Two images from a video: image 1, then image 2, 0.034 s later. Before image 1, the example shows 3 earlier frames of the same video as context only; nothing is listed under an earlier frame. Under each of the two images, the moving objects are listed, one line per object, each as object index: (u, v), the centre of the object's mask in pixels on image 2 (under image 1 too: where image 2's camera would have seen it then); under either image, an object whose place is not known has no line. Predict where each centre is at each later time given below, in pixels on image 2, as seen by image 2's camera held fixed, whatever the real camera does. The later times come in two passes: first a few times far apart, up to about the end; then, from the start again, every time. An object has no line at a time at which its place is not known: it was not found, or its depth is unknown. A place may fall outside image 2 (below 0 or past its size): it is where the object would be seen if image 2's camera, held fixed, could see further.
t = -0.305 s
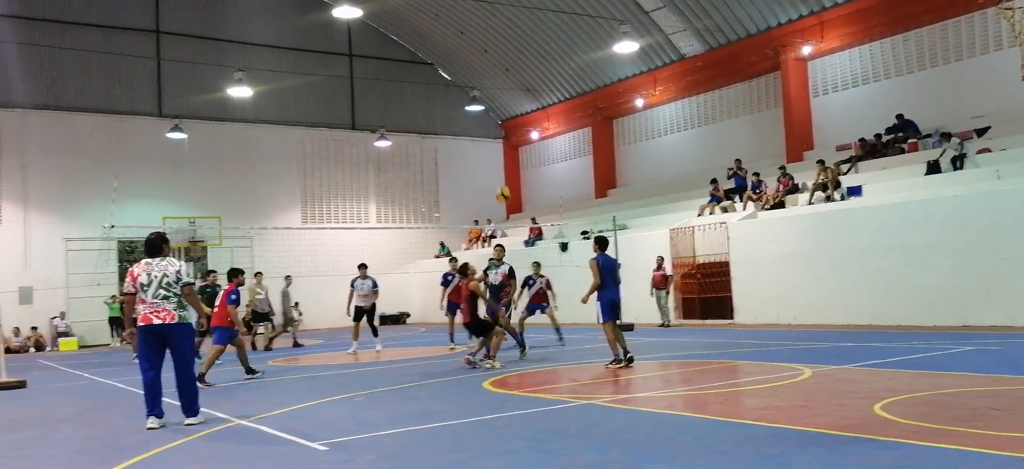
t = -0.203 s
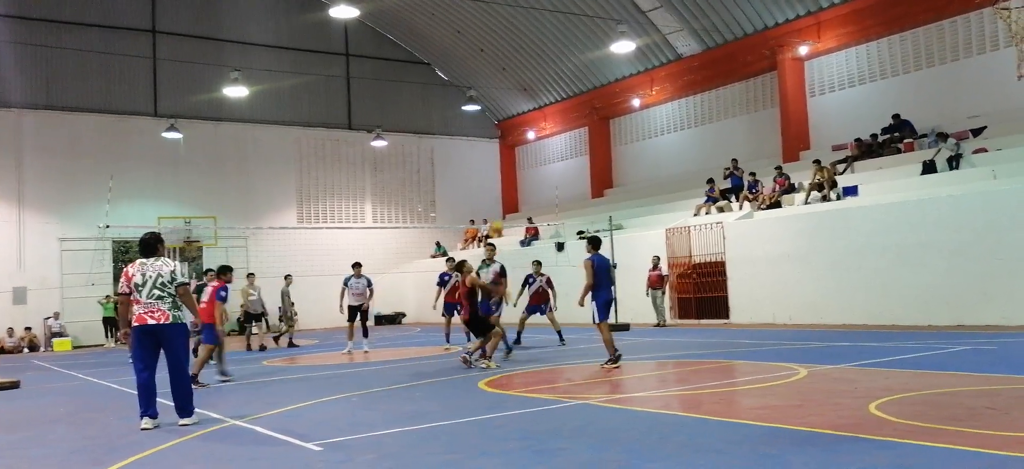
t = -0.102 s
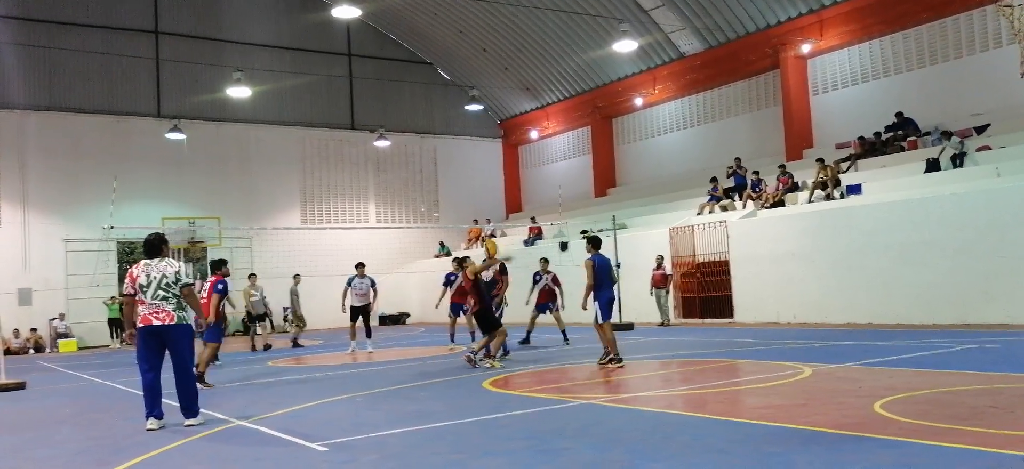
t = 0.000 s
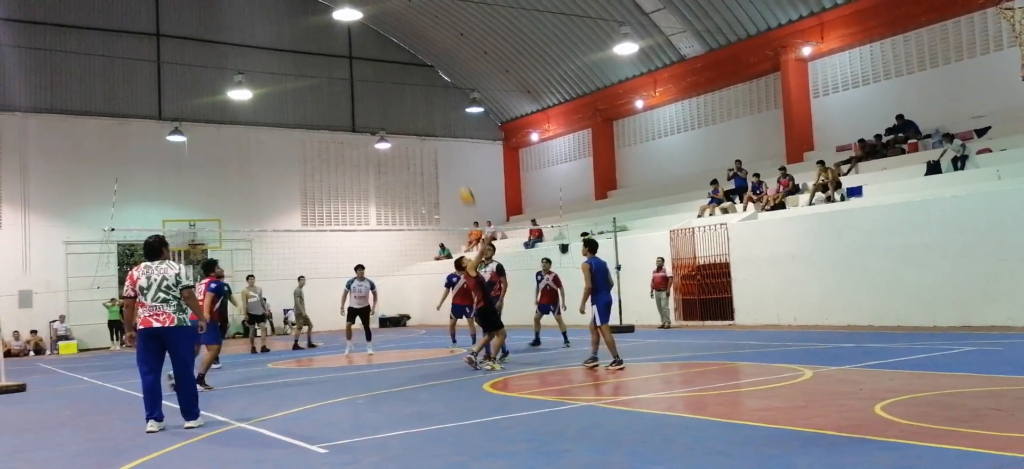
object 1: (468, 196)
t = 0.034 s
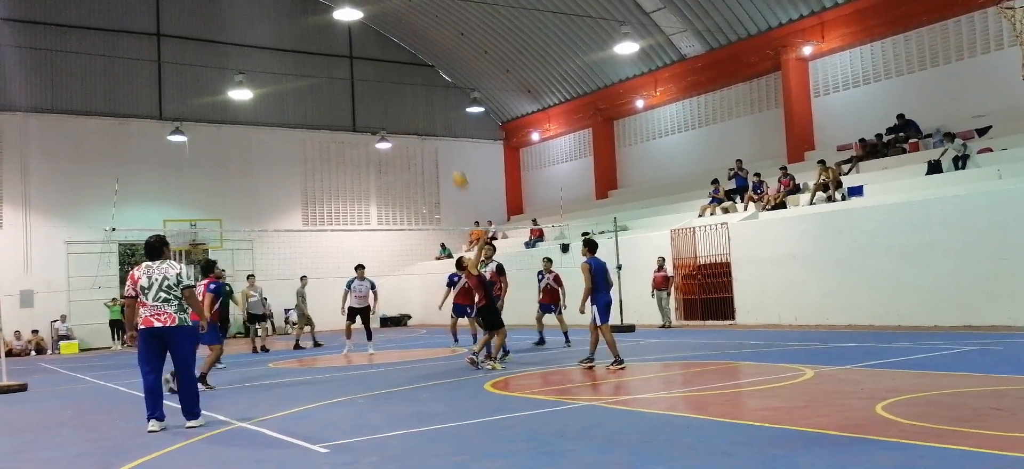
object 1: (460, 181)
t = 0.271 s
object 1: (409, 94)
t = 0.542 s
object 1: (356, 49)
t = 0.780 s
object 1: (314, 50)
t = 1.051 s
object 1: (271, 92)
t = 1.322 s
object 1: (235, 175)
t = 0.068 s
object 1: (452, 166)
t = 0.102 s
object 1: (445, 152)
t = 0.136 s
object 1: (438, 137)
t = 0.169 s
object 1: (430, 126)
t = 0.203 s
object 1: (423, 114)
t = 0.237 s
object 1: (416, 103)
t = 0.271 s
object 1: (409, 94)
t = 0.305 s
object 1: (402, 84)
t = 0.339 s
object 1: (394, 77)
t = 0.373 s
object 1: (388, 71)
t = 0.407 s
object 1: (381, 65)
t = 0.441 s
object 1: (374, 60)
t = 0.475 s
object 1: (368, 56)
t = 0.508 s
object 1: (362, 52)
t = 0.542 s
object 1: (356, 49)
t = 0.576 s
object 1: (349, 46)
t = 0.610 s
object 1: (343, 45)
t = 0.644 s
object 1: (337, 44)
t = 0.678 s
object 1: (331, 45)
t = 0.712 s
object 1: (326, 46)
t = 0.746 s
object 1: (320, 47)
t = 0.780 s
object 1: (314, 50)
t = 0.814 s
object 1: (309, 52)
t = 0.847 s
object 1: (303, 56)
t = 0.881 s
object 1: (298, 60)
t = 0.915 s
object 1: (292, 65)
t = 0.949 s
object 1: (287, 70)
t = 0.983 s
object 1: (281, 77)
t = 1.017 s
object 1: (276, 84)
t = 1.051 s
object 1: (271, 92)
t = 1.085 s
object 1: (267, 100)
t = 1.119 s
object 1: (262, 109)
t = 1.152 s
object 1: (258, 118)
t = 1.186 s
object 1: (253, 127)
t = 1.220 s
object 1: (247, 139)
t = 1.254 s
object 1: (243, 151)
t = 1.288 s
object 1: (239, 162)
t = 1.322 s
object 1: (235, 175)
